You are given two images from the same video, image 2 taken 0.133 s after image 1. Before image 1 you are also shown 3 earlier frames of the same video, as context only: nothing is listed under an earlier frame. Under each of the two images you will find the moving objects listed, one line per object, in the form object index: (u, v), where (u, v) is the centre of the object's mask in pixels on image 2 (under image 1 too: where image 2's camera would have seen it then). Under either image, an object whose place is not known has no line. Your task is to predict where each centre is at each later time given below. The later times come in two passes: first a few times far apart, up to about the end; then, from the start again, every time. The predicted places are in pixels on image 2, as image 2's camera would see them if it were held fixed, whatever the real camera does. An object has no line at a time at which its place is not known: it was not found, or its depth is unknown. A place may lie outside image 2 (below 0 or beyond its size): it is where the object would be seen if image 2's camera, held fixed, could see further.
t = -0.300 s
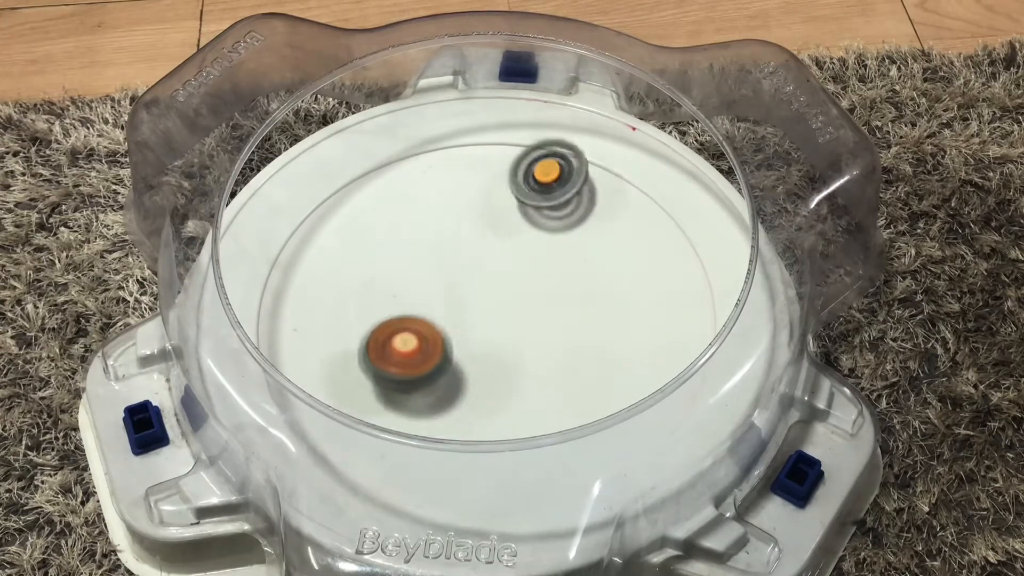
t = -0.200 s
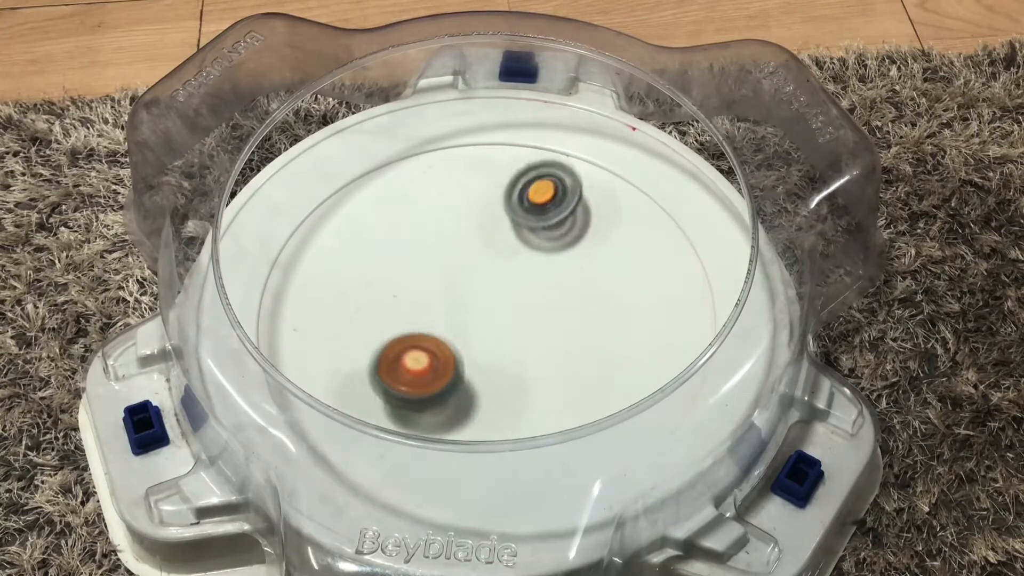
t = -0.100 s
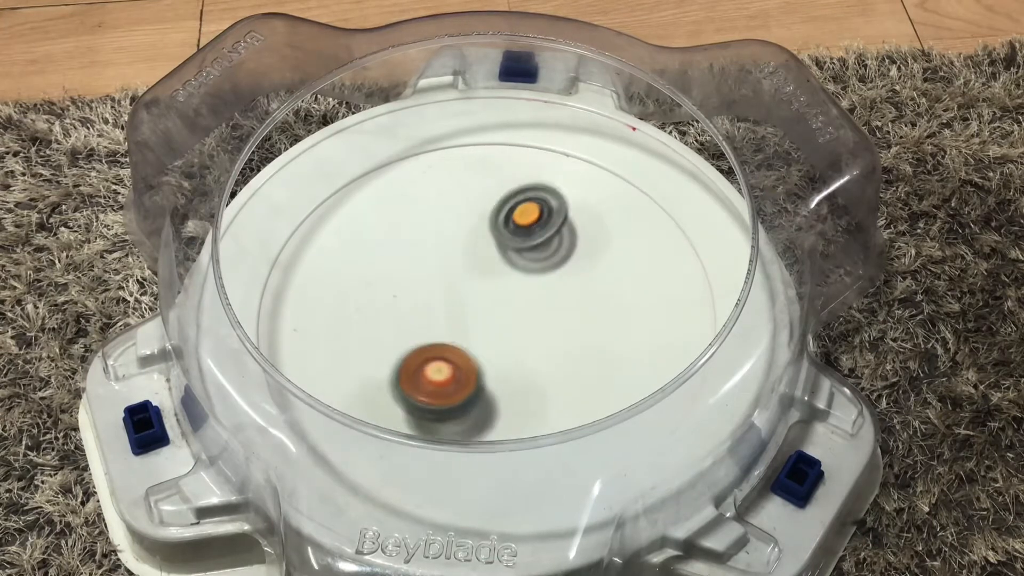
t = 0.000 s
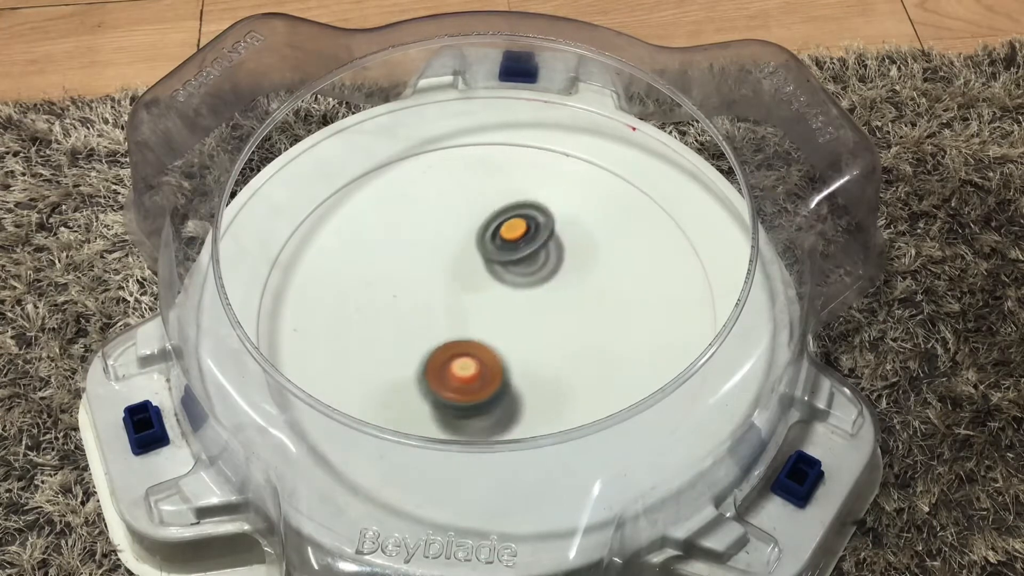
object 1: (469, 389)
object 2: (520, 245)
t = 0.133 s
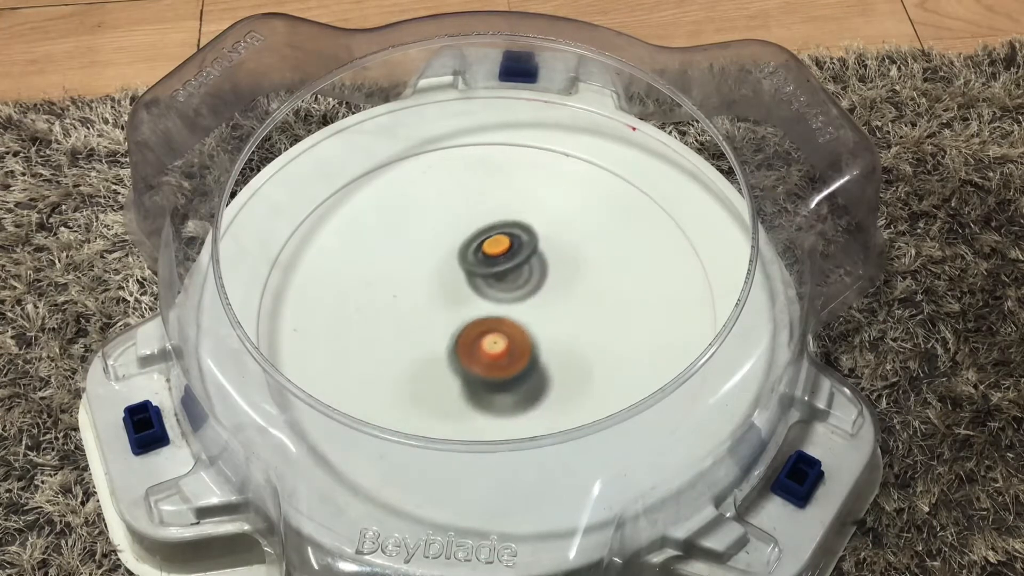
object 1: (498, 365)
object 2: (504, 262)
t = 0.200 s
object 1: (508, 350)
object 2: (493, 268)
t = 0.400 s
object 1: (524, 317)
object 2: (447, 250)
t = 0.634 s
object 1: (516, 278)
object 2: (411, 244)
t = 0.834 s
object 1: (495, 269)
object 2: (399, 236)
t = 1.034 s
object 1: (477, 276)
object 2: (401, 231)
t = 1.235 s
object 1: (466, 297)
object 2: (417, 235)
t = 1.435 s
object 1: (475, 326)
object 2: (440, 254)
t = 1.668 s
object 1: (515, 373)
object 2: (450, 253)
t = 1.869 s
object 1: (590, 402)
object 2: (438, 219)
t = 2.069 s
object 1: (623, 370)
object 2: (416, 241)
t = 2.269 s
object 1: (595, 335)
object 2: (396, 259)
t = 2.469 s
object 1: (513, 314)
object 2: (382, 270)
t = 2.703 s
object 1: (480, 354)
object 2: (304, 200)
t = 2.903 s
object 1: (495, 364)
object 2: (331, 206)
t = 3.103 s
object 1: (503, 346)
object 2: (392, 251)
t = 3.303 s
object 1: (503, 329)
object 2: (427, 270)
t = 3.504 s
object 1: (517, 336)
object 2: (439, 258)
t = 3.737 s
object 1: (527, 325)
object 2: (447, 318)
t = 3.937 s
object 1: (552, 323)
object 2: (334, 326)
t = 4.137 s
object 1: (547, 311)
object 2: (439, 386)
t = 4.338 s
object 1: (522, 296)
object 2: (550, 364)
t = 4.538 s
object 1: (479, 219)
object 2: (527, 402)
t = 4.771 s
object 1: (408, 211)
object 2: (526, 387)
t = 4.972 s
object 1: (384, 246)
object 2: (536, 374)
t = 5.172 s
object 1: (408, 301)
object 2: (535, 372)
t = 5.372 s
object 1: (460, 312)
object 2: (530, 376)
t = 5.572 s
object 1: (515, 265)
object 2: (473, 448)
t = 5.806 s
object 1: (502, 250)
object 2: (422, 390)
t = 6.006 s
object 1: (491, 256)
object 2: (435, 368)
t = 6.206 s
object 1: (485, 281)
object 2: (435, 368)
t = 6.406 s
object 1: (488, 312)
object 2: (435, 368)
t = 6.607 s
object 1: (498, 341)
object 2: (431, 369)
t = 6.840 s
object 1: (509, 358)
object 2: (431, 368)
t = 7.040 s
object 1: (510, 358)
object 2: (433, 368)
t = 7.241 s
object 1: (506, 351)
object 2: (432, 368)
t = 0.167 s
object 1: (504, 357)
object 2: (498, 266)
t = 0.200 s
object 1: (508, 350)
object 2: (493, 268)
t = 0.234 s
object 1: (512, 341)
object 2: (486, 268)
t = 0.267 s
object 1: (515, 332)
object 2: (478, 269)
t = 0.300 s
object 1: (518, 330)
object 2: (470, 264)
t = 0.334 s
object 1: (521, 328)
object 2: (460, 257)
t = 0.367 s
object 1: (522, 323)
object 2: (453, 252)
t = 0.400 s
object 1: (524, 317)
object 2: (447, 250)
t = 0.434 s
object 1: (525, 311)
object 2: (441, 250)
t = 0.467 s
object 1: (525, 305)
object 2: (435, 249)
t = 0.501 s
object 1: (525, 299)
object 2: (429, 249)
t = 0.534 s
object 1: (524, 293)
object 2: (424, 247)
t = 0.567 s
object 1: (521, 287)
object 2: (419, 246)
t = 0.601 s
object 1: (519, 283)
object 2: (415, 245)
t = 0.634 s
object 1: (516, 278)
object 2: (411, 244)
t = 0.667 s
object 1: (512, 275)
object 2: (408, 242)
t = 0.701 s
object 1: (509, 273)
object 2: (405, 241)
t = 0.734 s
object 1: (505, 271)
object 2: (403, 240)
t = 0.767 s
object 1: (502, 269)
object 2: (401, 239)
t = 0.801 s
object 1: (498, 269)
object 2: (400, 237)
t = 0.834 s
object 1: (495, 269)
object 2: (399, 236)
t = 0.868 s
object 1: (492, 269)
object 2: (398, 235)
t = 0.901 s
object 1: (489, 269)
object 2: (399, 234)
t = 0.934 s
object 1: (486, 271)
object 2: (399, 233)
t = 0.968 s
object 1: (483, 272)
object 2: (399, 232)
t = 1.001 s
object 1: (480, 274)
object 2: (400, 231)
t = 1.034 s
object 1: (477, 276)
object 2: (401, 231)
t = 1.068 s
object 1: (475, 279)
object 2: (402, 231)
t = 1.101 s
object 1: (472, 282)
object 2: (404, 230)
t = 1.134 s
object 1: (470, 285)
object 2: (407, 231)
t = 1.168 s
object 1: (469, 289)
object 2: (410, 232)
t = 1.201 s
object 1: (467, 293)
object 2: (413, 232)
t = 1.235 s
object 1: (466, 297)
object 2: (417, 235)
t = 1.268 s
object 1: (466, 302)
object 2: (421, 236)
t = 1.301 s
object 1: (467, 307)
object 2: (425, 239)
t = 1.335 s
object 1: (468, 312)
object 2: (429, 242)
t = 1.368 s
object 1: (470, 316)
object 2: (434, 246)
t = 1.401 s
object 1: (472, 321)
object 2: (436, 249)
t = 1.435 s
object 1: (475, 326)
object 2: (440, 254)
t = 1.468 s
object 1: (479, 329)
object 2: (441, 257)
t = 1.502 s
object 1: (482, 333)
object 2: (445, 262)
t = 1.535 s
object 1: (486, 336)
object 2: (448, 267)
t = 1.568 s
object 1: (490, 339)
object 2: (449, 271)
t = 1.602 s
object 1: (495, 341)
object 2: (451, 276)
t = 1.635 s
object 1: (503, 352)
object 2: (454, 275)
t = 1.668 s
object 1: (515, 373)
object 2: (450, 253)
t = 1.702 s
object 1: (528, 389)
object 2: (445, 235)
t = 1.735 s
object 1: (540, 397)
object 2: (443, 222)
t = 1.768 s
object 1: (552, 401)
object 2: (442, 213)
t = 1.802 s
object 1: (562, 395)
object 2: (441, 211)
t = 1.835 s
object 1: (578, 403)
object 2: (441, 214)
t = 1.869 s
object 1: (590, 402)
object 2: (438, 219)
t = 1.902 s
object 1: (600, 401)
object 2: (434, 223)
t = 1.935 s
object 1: (610, 397)
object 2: (431, 227)
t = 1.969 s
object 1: (618, 393)
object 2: (427, 231)
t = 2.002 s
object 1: (622, 387)
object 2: (423, 234)
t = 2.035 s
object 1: (626, 381)
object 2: (419, 238)
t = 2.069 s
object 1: (623, 370)
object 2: (416, 241)
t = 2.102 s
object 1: (624, 365)
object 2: (412, 245)
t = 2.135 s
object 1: (623, 360)
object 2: (409, 248)
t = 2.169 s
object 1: (620, 355)
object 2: (405, 251)
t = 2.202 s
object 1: (614, 349)
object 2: (402, 254)
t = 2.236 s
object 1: (605, 342)
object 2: (399, 257)
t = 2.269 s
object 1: (595, 335)
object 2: (396, 259)
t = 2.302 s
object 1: (582, 330)
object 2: (393, 262)
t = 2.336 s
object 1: (569, 326)
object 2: (391, 264)
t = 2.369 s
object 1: (556, 323)
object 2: (388, 265)
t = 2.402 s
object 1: (541, 320)
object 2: (386, 267)
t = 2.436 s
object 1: (527, 317)
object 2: (383, 269)
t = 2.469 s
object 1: (513, 314)
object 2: (382, 270)
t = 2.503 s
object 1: (498, 313)
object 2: (380, 271)
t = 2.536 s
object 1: (484, 311)
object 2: (379, 273)
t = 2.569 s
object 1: (470, 311)
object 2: (377, 274)
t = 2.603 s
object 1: (456, 310)
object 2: (373, 274)
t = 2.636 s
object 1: (460, 322)
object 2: (352, 247)
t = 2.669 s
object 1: (472, 341)
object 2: (324, 228)
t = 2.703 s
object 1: (480, 354)
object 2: (304, 200)
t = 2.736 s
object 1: (484, 363)
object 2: (302, 191)
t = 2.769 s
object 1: (485, 366)
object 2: (305, 187)
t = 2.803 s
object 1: (487, 367)
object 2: (310, 187)
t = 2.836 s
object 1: (490, 367)
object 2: (315, 188)
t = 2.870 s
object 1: (492, 366)
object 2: (325, 202)
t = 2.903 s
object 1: (495, 364)
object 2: (331, 206)
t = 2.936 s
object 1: (497, 363)
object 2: (340, 213)
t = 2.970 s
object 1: (499, 360)
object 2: (348, 219)
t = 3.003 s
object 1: (501, 357)
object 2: (359, 227)
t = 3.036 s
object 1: (502, 354)
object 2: (369, 235)
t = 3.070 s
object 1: (503, 350)
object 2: (381, 244)
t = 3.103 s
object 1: (503, 346)
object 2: (392, 251)
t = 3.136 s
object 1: (502, 342)
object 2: (402, 260)
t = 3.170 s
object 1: (502, 337)
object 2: (412, 267)
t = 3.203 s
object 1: (501, 333)
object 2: (421, 274)
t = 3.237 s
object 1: (500, 329)
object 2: (425, 278)
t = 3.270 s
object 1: (499, 325)
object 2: (428, 281)
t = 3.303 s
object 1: (503, 329)
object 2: (427, 270)
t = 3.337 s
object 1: (505, 335)
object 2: (425, 260)
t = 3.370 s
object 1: (507, 339)
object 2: (426, 251)
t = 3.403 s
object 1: (509, 338)
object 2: (429, 247)
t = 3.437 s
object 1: (511, 337)
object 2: (433, 248)
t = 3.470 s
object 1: (514, 337)
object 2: (436, 252)
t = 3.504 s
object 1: (517, 336)
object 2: (439, 258)
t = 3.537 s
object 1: (519, 335)
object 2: (444, 264)
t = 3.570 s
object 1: (521, 334)
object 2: (447, 272)
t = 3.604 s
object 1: (523, 333)
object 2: (448, 282)
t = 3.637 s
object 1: (524, 331)
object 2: (449, 290)
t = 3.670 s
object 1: (526, 329)
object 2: (449, 300)
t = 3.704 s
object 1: (526, 327)
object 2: (448, 310)
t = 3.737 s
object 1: (527, 325)
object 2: (447, 318)
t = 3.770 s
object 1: (537, 327)
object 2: (425, 315)
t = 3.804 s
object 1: (544, 329)
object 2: (401, 313)
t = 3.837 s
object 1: (547, 328)
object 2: (372, 317)
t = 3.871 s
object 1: (549, 327)
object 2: (349, 318)
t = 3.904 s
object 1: (551, 325)
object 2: (338, 323)
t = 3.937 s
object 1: (552, 323)
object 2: (334, 326)
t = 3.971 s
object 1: (552, 321)
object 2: (340, 337)
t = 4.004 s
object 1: (553, 319)
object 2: (341, 347)
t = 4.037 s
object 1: (553, 317)
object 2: (367, 355)
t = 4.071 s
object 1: (552, 315)
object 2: (390, 361)
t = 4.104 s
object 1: (550, 313)
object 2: (413, 374)
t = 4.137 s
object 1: (547, 311)
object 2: (439, 386)
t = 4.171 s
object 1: (544, 309)
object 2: (461, 384)
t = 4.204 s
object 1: (541, 307)
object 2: (490, 384)
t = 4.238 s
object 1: (537, 304)
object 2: (511, 380)
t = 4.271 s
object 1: (532, 300)
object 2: (532, 375)
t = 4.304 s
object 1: (524, 300)
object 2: (548, 369)
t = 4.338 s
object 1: (522, 296)
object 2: (550, 364)
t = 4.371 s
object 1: (518, 279)
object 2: (549, 365)
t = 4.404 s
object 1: (515, 263)
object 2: (549, 378)
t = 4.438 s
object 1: (508, 246)
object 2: (542, 384)
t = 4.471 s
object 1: (501, 234)
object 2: (534, 401)
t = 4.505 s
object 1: (491, 225)
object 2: (530, 398)
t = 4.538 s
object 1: (479, 219)
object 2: (527, 402)
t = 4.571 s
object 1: (467, 214)
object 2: (524, 400)
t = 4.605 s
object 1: (456, 210)
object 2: (520, 399)
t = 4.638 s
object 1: (445, 208)
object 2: (518, 399)
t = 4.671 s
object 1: (434, 207)
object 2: (518, 399)
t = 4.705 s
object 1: (425, 207)
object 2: (519, 395)
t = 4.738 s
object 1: (416, 208)
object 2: (522, 391)
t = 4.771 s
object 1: (408, 211)
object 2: (526, 387)
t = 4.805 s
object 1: (401, 214)
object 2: (529, 383)
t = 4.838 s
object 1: (396, 219)
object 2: (531, 382)
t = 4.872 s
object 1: (391, 224)
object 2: (533, 381)
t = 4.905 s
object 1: (388, 231)
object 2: (534, 379)
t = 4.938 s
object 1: (385, 238)
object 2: (536, 378)
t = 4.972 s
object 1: (384, 246)
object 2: (536, 374)
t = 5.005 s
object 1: (384, 254)
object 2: (538, 372)
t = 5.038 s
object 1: (385, 264)
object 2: (538, 371)
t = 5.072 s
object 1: (388, 274)
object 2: (539, 371)
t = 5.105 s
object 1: (393, 283)
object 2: (539, 371)
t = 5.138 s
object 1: (400, 293)
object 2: (538, 371)
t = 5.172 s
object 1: (408, 301)
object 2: (535, 372)
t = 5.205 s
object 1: (417, 310)
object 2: (532, 372)
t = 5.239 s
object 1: (428, 319)
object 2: (531, 371)
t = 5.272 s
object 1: (439, 327)
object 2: (529, 369)
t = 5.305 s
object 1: (448, 332)
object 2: (525, 365)
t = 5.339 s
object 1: (459, 326)
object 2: (532, 361)
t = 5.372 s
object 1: (460, 312)
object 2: (530, 376)
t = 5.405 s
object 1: (470, 302)
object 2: (537, 399)
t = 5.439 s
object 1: (479, 289)
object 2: (537, 412)
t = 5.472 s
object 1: (492, 279)
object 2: (521, 427)
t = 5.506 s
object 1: (505, 273)
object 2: (508, 436)
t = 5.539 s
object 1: (513, 267)
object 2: (492, 441)
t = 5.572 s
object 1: (515, 265)
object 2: (473, 448)
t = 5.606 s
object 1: (514, 261)
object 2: (453, 450)
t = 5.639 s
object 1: (512, 258)
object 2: (434, 457)
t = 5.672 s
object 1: (510, 255)
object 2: (424, 441)
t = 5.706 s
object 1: (508, 253)
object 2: (420, 424)
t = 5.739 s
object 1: (506, 251)
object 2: (421, 412)
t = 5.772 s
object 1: (504, 250)
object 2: (421, 400)
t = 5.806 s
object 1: (502, 250)
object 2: (422, 390)
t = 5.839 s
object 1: (500, 250)
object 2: (426, 381)
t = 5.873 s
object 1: (498, 250)
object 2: (429, 374)
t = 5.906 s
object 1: (497, 250)
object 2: (433, 370)
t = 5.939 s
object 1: (495, 252)
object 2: (434, 368)
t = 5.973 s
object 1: (493, 253)
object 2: (435, 368)
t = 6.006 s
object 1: (491, 256)
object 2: (435, 368)
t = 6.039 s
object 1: (489, 259)
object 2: (435, 368)
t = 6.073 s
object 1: (488, 262)
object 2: (435, 368)
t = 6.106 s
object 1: (487, 266)
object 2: (435, 368)
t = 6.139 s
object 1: (486, 271)
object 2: (435, 368)
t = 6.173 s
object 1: (486, 276)
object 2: (435, 368)
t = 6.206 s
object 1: (485, 281)
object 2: (435, 368)
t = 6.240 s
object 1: (485, 286)
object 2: (435, 368)
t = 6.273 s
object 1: (485, 292)
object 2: (435, 368)
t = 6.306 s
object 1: (485, 297)
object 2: (435, 368)
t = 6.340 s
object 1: (486, 302)
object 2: (435, 368)
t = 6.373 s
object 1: (487, 307)
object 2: (435, 368)
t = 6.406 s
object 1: (488, 312)
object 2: (435, 368)
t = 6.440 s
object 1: (489, 317)
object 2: (434, 369)
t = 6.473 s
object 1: (490, 322)
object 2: (433, 369)
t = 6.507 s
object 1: (491, 327)
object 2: (432, 370)
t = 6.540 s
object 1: (493, 332)
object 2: (431, 370)
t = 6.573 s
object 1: (496, 337)
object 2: (432, 369)
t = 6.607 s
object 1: (498, 341)
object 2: (431, 369)
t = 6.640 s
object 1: (500, 344)
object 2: (431, 369)
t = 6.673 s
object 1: (502, 348)
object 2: (431, 369)
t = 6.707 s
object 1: (504, 351)
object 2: (431, 369)
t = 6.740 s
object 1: (505, 353)
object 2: (432, 368)
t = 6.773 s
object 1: (507, 356)
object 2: (431, 368)
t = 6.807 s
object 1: (508, 357)
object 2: (432, 368)
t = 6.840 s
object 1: (509, 358)
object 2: (431, 368)
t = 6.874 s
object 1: (510, 358)
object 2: (433, 368)
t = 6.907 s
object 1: (510, 359)
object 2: (433, 368)
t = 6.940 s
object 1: (510, 359)
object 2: (433, 368)
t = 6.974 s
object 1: (510, 359)
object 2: (433, 368)
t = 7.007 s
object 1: (510, 359)
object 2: (432, 368)
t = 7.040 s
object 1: (510, 358)
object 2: (433, 368)
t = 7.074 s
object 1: (510, 358)
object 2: (433, 368)
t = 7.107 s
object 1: (509, 357)
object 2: (433, 368)
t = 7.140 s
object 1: (509, 355)
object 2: (433, 368)
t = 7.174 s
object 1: (508, 354)
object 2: (433, 368)
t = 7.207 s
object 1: (508, 353)
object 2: (432, 368)
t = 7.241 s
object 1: (506, 351)
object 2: (432, 368)
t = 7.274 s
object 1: (505, 348)
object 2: (432, 368)
